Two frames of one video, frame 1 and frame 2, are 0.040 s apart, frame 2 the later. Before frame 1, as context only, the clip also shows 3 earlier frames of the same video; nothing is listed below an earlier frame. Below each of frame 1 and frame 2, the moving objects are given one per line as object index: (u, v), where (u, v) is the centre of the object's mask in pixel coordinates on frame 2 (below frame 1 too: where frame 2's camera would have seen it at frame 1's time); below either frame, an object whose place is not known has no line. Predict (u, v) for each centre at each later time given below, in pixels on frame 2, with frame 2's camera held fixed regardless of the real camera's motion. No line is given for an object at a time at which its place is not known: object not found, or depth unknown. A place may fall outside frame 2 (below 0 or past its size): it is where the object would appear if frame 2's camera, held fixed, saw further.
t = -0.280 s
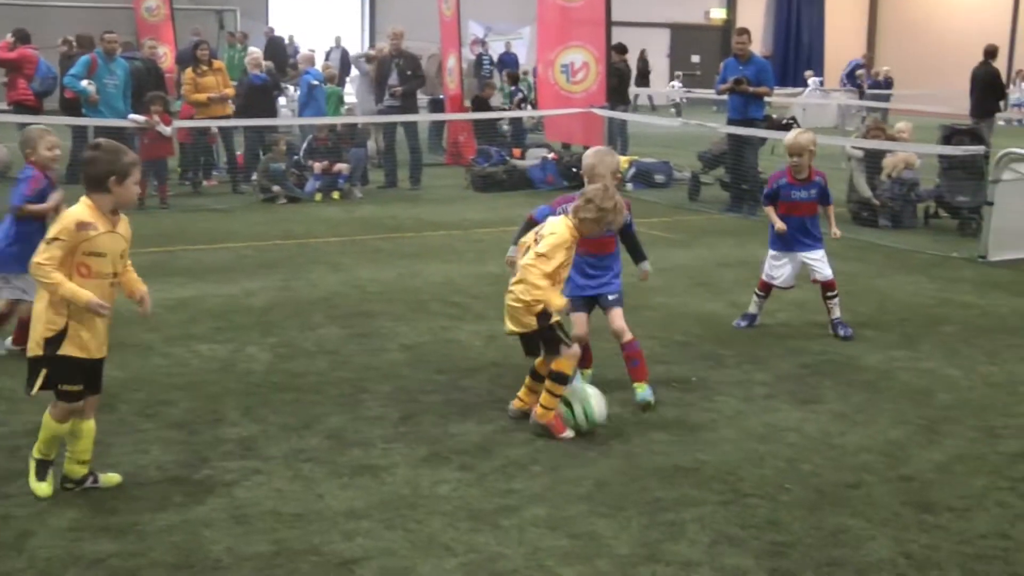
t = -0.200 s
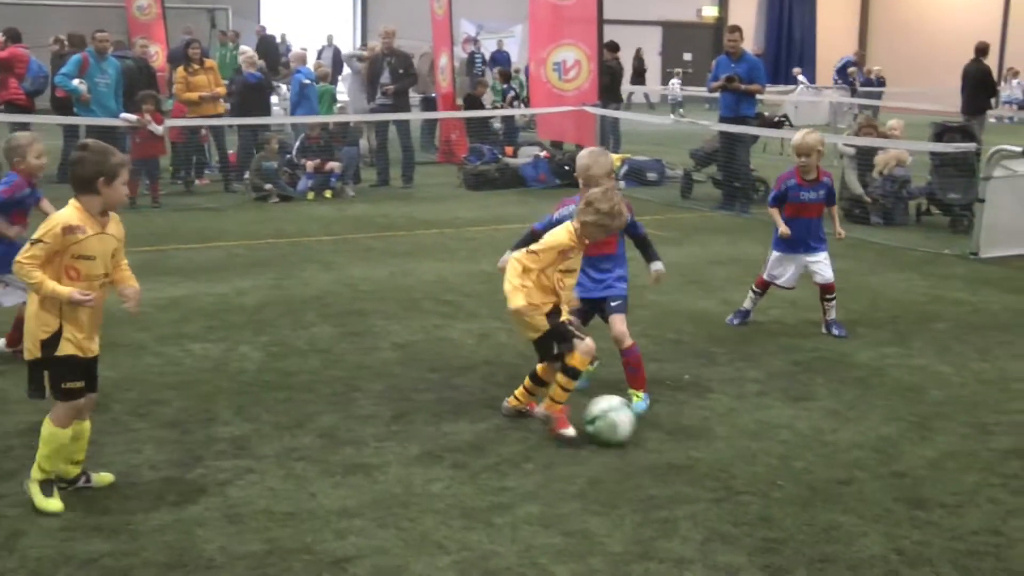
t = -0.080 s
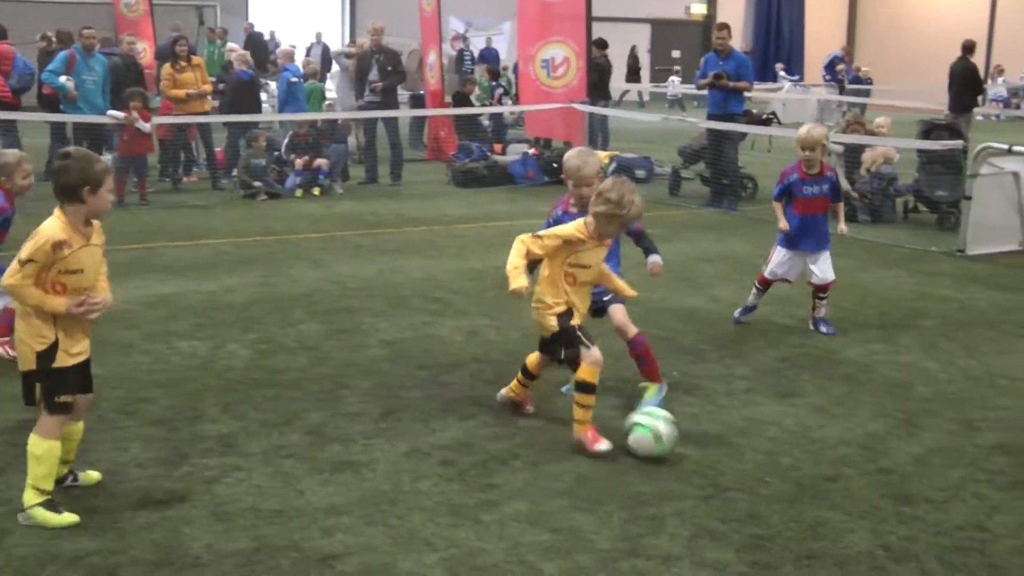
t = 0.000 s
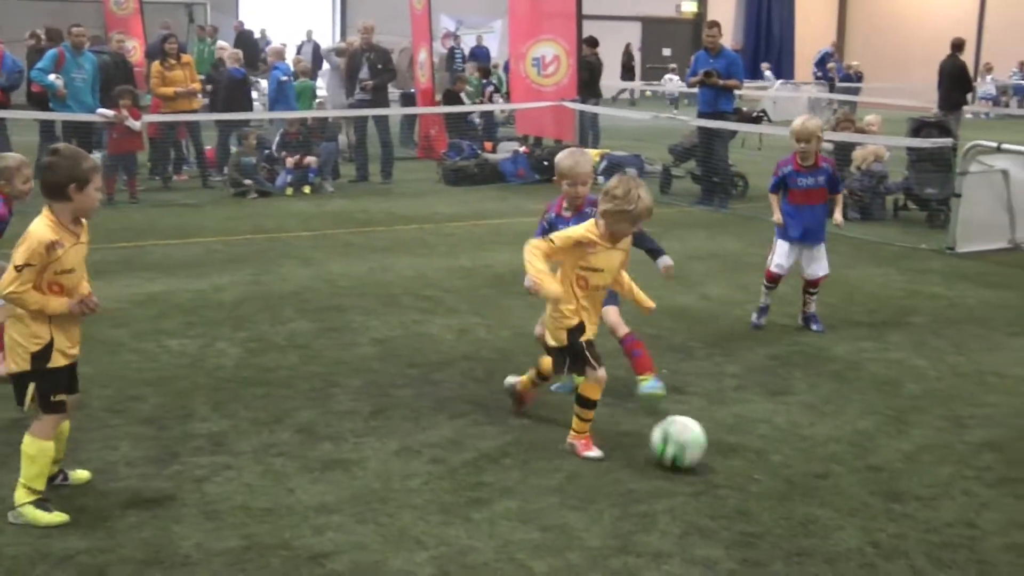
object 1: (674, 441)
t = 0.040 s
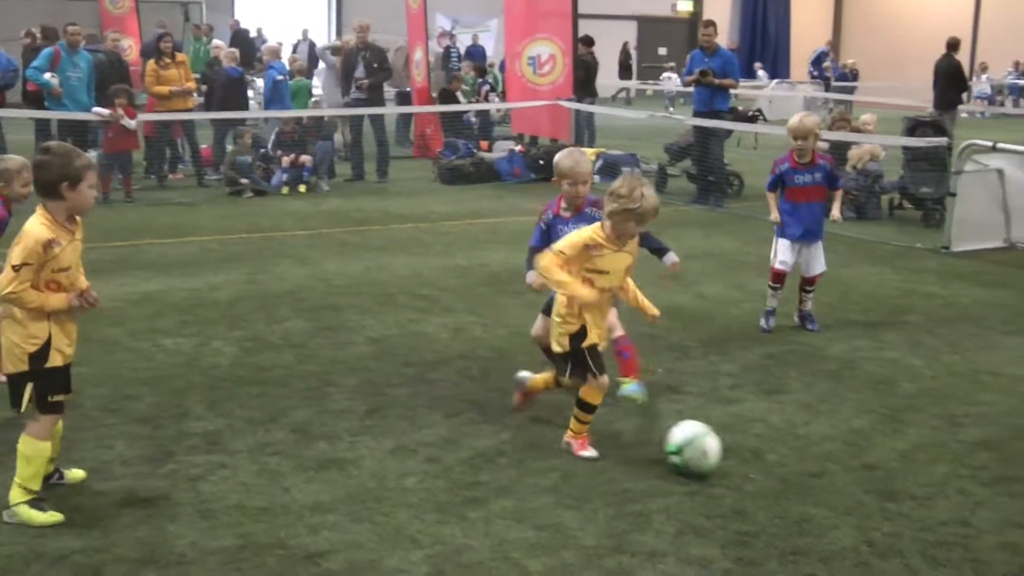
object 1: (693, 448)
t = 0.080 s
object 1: (713, 454)
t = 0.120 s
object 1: (734, 460)
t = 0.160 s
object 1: (755, 466)
